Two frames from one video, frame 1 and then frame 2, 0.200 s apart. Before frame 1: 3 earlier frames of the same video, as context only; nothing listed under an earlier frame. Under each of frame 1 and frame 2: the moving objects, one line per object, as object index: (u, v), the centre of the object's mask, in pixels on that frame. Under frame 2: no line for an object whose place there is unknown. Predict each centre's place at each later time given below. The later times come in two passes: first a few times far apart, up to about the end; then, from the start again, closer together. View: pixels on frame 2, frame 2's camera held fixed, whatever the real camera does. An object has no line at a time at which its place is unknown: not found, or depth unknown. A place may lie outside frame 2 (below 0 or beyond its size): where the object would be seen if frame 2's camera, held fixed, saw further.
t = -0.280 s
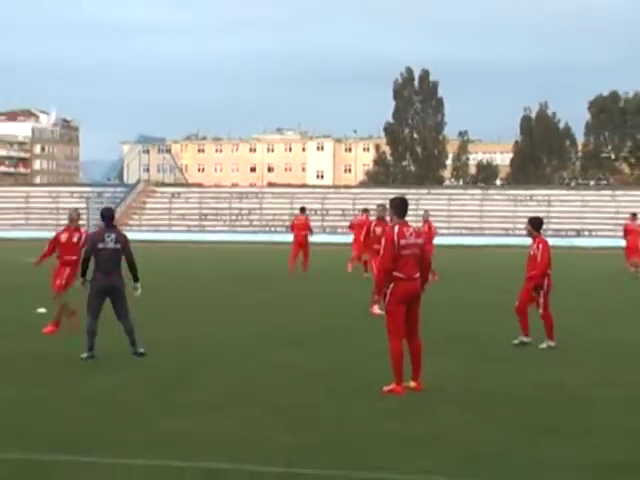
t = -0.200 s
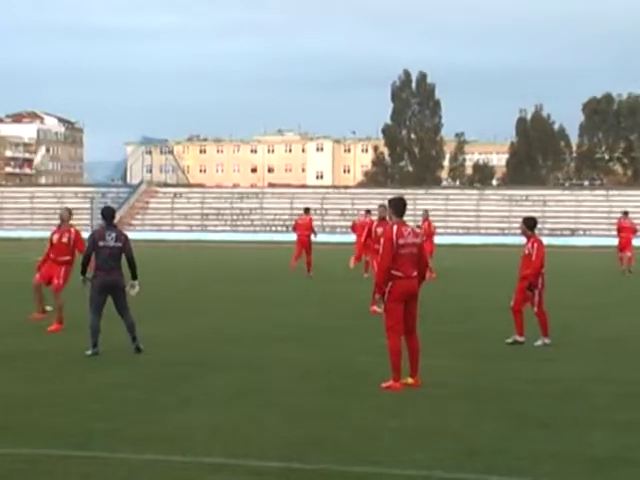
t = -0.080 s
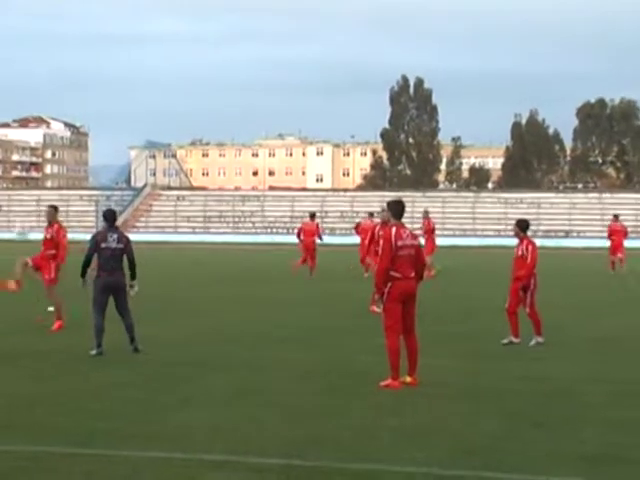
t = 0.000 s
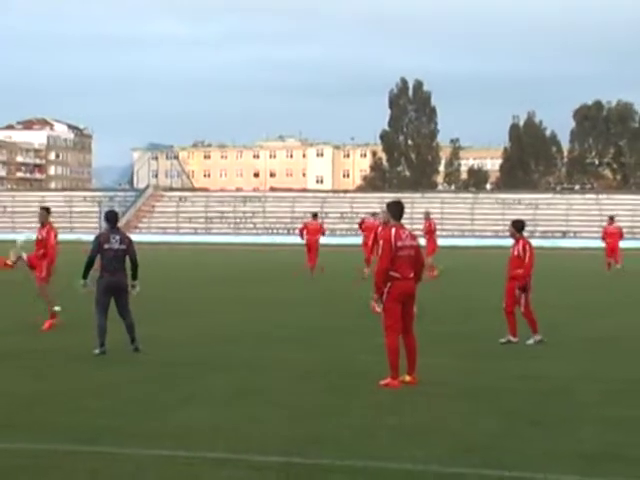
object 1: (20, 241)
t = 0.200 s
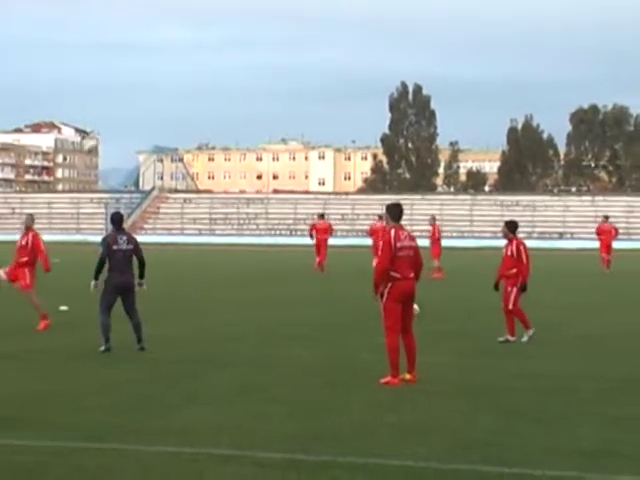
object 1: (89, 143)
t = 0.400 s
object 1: (145, 75)
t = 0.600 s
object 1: (199, 36)
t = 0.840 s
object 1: (266, 23)
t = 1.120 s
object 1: (342, 58)
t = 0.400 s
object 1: (145, 75)
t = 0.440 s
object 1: (157, 67)
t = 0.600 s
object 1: (199, 36)
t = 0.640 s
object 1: (211, 30)
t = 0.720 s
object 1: (232, 26)
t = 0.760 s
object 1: (244, 22)
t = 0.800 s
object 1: (255, 22)
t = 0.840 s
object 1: (266, 23)
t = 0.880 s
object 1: (277, 24)
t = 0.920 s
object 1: (289, 27)
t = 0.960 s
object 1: (298, 32)
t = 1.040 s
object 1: (320, 43)
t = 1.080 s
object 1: (332, 50)
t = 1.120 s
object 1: (342, 58)
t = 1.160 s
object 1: (354, 69)
